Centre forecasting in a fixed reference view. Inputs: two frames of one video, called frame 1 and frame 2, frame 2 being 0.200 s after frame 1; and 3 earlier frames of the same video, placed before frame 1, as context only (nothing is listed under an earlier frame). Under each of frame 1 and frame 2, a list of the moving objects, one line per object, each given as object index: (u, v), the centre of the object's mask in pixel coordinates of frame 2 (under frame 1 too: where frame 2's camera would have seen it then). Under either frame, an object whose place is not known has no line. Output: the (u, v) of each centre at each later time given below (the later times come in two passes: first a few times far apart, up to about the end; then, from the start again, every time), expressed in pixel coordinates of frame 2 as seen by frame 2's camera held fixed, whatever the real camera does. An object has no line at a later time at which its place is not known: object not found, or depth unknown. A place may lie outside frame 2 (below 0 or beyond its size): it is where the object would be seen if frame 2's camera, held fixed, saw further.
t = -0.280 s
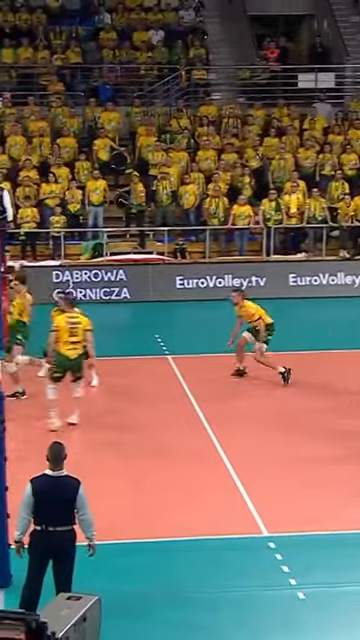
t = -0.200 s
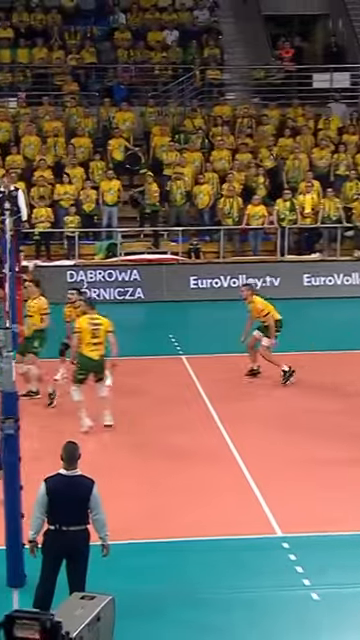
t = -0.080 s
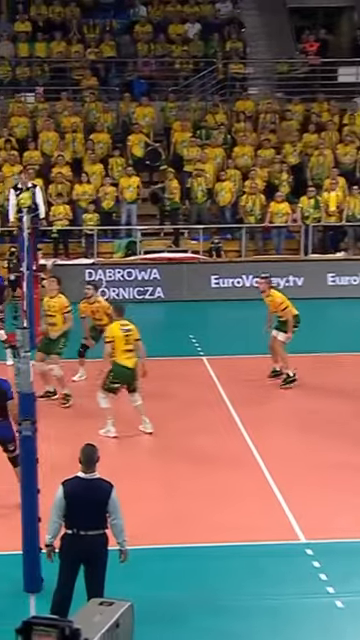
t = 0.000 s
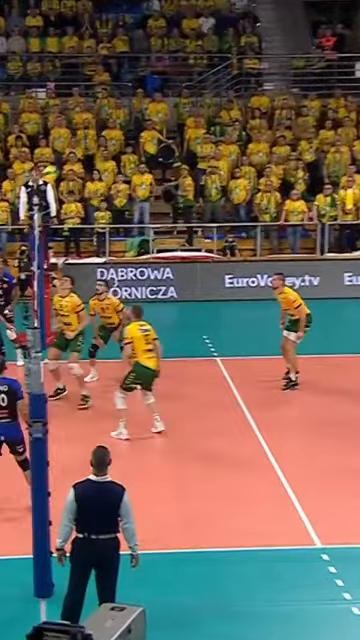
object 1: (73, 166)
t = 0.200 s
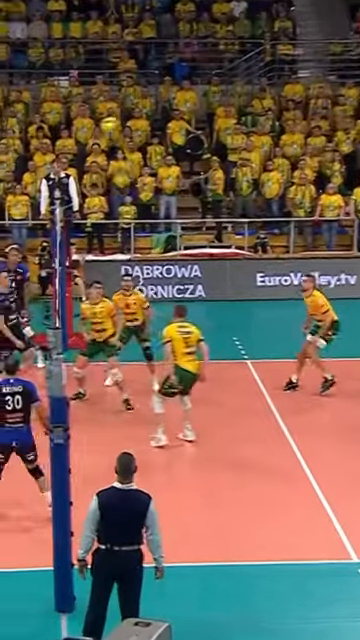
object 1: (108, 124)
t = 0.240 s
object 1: (116, 118)
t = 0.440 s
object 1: (151, 113)
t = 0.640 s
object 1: (186, 135)
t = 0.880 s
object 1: (226, 200)
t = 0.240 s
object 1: (116, 118)
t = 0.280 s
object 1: (123, 115)
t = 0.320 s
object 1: (130, 113)
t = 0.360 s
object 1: (137, 112)
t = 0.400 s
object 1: (144, 112)
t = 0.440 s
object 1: (151, 113)
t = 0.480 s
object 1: (158, 115)
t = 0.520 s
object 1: (165, 119)
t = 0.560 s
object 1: (172, 122)
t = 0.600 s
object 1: (181, 128)
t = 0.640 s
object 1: (186, 135)
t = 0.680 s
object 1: (193, 144)
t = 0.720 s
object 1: (199, 152)
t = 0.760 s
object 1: (206, 163)
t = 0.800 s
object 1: (214, 174)
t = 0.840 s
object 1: (221, 187)
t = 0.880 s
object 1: (226, 200)
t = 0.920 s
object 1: (233, 212)
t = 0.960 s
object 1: (238, 229)
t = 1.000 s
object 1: (245, 244)
